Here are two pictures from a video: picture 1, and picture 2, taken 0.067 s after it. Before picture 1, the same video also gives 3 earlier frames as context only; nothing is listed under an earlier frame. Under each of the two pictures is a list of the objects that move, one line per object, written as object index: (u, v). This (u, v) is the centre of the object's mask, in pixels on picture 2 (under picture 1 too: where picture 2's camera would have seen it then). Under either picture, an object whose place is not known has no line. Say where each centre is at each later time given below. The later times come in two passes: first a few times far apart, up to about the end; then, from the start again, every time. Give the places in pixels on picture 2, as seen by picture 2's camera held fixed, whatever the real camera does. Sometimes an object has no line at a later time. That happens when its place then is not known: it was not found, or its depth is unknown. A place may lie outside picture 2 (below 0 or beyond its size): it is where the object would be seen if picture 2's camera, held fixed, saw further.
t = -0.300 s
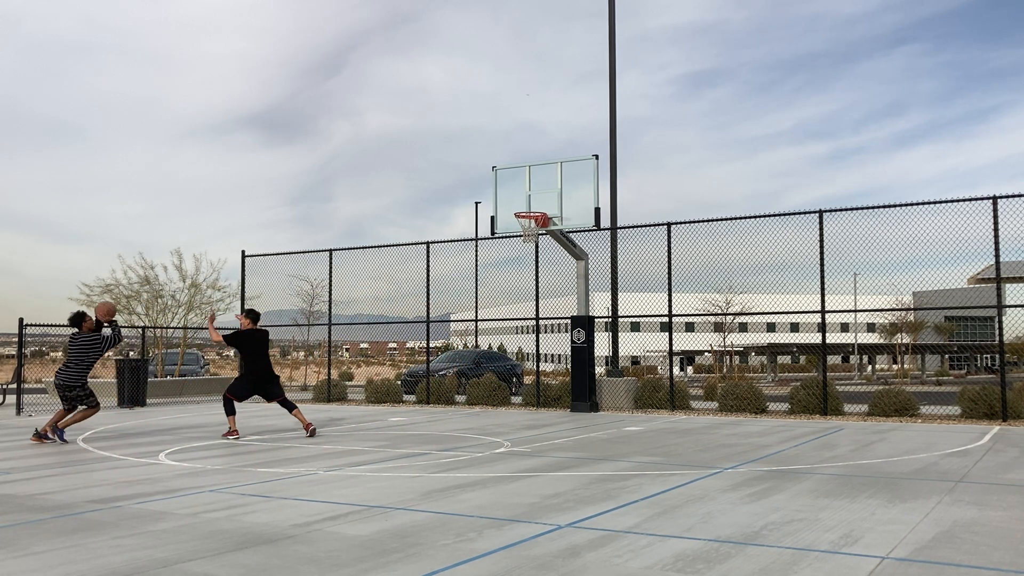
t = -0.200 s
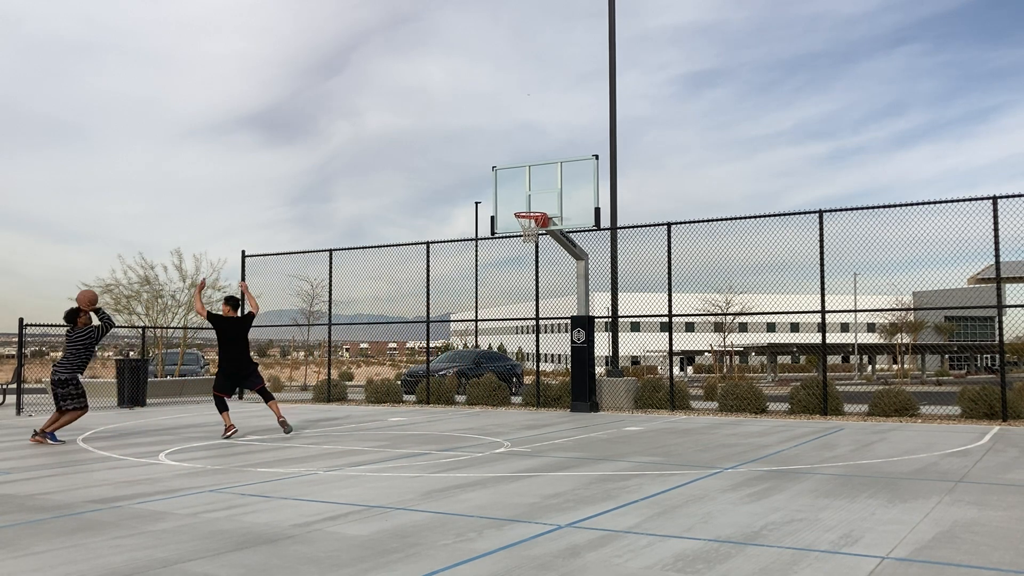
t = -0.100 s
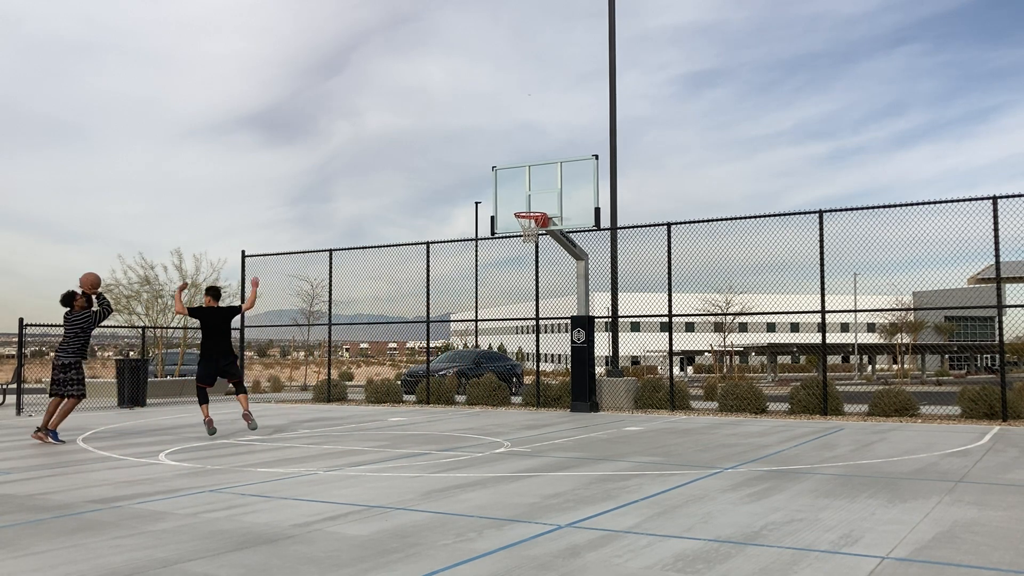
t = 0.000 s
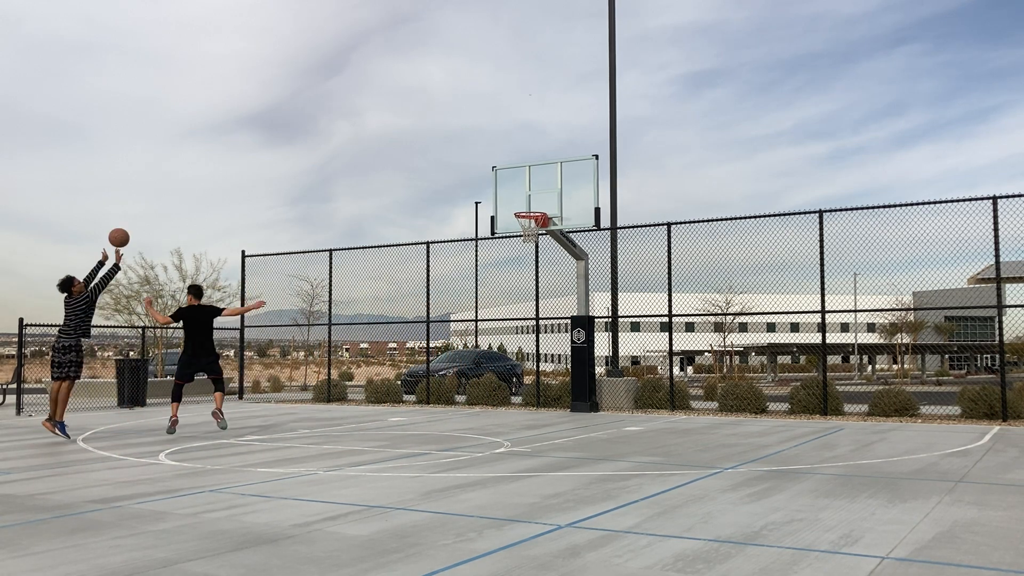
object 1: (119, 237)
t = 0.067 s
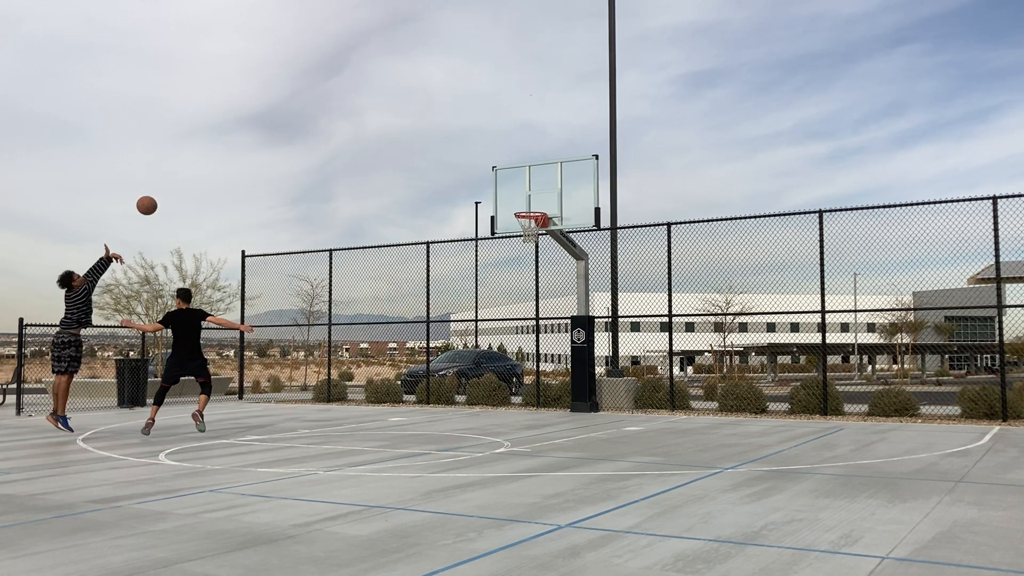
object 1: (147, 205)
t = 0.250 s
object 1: (219, 139)
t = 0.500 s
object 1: (308, 96)
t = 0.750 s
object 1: (386, 99)
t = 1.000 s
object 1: (458, 143)
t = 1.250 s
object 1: (515, 202)
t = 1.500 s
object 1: (524, 183)
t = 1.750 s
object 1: (523, 191)
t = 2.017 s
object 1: (522, 199)
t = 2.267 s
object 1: (529, 203)
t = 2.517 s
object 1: (537, 203)
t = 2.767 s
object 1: (546, 219)
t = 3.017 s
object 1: (556, 274)
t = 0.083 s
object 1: (153, 198)
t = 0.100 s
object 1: (160, 191)
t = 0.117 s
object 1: (167, 184)
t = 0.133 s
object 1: (173, 177)
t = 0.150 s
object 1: (180, 171)
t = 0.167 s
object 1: (187, 165)
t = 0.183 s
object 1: (193, 159)
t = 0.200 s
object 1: (200, 154)
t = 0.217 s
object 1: (206, 149)
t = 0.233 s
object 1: (212, 144)
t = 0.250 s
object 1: (219, 139)
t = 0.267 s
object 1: (225, 135)
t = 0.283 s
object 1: (231, 130)
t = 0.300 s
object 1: (238, 126)
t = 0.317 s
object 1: (244, 123)
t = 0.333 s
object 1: (250, 119)
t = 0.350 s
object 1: (256, 116)
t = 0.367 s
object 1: (262, 113)
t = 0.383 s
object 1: (268, 110)
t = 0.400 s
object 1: (274, 107)
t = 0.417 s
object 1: (279, 105)
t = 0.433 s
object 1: (285, 103)
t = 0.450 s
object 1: (291, 101)
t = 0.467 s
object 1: (296, 99)
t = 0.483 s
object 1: (302, 97)
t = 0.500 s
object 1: (308, 96)
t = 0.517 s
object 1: (313, 95)
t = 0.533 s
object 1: (318, 94)
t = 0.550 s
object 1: (324, 93)
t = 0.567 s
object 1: (329, 92)
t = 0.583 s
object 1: (335, 92)
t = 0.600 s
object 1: (340, 92)
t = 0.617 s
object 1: (345, 92)
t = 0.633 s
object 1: (351, 92)
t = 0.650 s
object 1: (356, 92)
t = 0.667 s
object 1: (361, 93)
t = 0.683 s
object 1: (366, 94)
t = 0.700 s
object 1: (371, 95)
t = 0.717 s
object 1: (376, 96)
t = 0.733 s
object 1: (382, 97)
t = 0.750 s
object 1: (386, 99)
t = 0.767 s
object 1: (392, 101)
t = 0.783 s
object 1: (397, 103)
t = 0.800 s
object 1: (401, 105)
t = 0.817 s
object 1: (406, 107)
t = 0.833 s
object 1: (411, 109)
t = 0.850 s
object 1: (416, 112)
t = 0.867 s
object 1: (421, 115)
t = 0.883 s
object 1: (426, 118)
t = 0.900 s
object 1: (431, 121)
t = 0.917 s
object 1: (435, 124)
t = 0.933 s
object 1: (440, 127)
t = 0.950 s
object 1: (445, 131)
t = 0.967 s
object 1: (449, 135)
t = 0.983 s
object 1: (454, 139)
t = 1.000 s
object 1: (458, 143)
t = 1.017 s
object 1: (463, 147)
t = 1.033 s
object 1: (467, 151)
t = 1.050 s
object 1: (472, 156)
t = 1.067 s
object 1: (476, 161)
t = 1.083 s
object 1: (481, 165)
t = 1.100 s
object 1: (485, 170)
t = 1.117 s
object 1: (489, 176)
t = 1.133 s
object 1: (493, 181)
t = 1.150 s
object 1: (498, 186)
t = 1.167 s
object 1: (502, 192)
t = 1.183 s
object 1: (506, 198)
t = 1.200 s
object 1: (511, 203)
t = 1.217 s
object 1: (513, 207)
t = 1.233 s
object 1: (514, 205)
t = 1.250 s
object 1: (515, 202)
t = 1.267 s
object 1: (515, 199)
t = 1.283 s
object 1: (516, 197)
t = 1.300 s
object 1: (517, 195)
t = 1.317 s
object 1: (517, 193)
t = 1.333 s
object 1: (518, 191)
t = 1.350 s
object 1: (519, 189)
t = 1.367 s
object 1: (519, 188)
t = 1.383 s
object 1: (520, 187)
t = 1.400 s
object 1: (521, 185)
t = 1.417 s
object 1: (521, 185)
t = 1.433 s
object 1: (522, 184)
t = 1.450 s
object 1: (523, 183)
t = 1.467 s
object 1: (523, 183)
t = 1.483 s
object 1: (524, 183)
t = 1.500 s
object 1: (524, 183)
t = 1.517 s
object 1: (525, 183)
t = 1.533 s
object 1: (526, 183)
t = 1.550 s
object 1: (526, 183)
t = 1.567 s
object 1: (527, 184)
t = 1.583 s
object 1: (528, 185)
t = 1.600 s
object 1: (528, 186)
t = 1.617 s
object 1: (527, 186)
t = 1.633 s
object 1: (527, 186)
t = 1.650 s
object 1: (526, 186)
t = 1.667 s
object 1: (526, 186)
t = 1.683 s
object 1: (525, 187)
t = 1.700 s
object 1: (524, 187)
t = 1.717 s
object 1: (524, 188)
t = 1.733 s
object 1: (523, 189)
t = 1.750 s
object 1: (523, 191)
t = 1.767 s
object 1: (522, 192)
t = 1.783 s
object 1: (522, 194)
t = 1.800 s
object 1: (521, 196)
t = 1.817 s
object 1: (521, 198)
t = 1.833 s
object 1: (520, 200)
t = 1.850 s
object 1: (520, 202)
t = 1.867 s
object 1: (519, 204)
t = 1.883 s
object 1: (518, 207)
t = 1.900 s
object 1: (519, 206)
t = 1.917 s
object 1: (519, 205)
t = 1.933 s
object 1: (520, 203)
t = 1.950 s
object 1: (520, 202)
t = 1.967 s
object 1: (521, 201)
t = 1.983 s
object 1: (521, 200)
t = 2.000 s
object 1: (521, 200)
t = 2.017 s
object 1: (522, 199)
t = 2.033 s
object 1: (522, 199)
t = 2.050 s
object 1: (523, 199)
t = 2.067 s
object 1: (523, 199)
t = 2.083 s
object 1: (523, 199)
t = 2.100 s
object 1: (524, 199)
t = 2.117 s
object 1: (524, 200)
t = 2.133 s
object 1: (525, 200)
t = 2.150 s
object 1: (525, 201)
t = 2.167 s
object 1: (526, 202)
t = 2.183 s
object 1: (526, 203)
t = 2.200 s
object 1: (527, 204)
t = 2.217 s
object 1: (527, 204)
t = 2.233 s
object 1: (528, 204)
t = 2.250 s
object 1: (529, 203)
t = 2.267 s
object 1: (529, 203)
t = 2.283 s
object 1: (530, 203)
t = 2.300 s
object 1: (530, 203)
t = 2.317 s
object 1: (531, 204)
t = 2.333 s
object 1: (531, 203)
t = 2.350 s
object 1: (532, 202)
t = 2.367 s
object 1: (532, 202)
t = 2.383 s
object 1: (533, 202)
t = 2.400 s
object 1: (534, 202)
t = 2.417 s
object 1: (534, 202)
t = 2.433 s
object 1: (535, 202)
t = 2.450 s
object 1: (535, 203)
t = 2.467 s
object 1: (536, 203)
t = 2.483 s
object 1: (536, 203)
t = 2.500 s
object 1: (537, 203)
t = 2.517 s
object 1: (537, 203)
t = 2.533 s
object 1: (538, 203)
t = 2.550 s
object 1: (539, 203)
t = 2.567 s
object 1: (539, 204)
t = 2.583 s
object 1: (540, 204)
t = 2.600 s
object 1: (540, 205)
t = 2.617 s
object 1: (541, 206)
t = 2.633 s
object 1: (542, 206)
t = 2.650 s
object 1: (542, 207)
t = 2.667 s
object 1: (543, 208)
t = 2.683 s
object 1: (544, 209)
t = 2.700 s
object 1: (544, 211)
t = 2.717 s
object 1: (545, 213)
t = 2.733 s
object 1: (545, 214)
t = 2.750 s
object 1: (546, 216)
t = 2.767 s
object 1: (546, 219)
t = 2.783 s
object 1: (547, 221)
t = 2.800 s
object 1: (548, 223)
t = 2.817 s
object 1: (548, 226)
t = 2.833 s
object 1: (549, 228)
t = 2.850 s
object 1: (550, 233)
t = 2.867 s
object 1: (550, 236)
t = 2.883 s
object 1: (551, 239)
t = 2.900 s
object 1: (552, 243)
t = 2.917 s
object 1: (553, 247)
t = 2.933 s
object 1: (553, 251)
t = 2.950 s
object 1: (554, 255)
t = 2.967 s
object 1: (554, 259)
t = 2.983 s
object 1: (555, 264)
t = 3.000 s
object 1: (555, 269)
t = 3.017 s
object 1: (556, 274)
